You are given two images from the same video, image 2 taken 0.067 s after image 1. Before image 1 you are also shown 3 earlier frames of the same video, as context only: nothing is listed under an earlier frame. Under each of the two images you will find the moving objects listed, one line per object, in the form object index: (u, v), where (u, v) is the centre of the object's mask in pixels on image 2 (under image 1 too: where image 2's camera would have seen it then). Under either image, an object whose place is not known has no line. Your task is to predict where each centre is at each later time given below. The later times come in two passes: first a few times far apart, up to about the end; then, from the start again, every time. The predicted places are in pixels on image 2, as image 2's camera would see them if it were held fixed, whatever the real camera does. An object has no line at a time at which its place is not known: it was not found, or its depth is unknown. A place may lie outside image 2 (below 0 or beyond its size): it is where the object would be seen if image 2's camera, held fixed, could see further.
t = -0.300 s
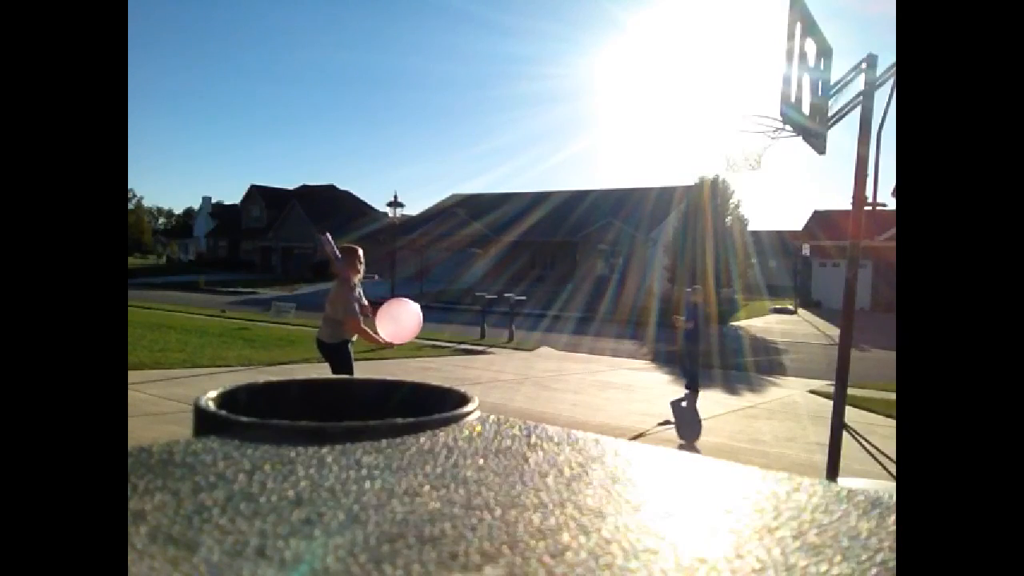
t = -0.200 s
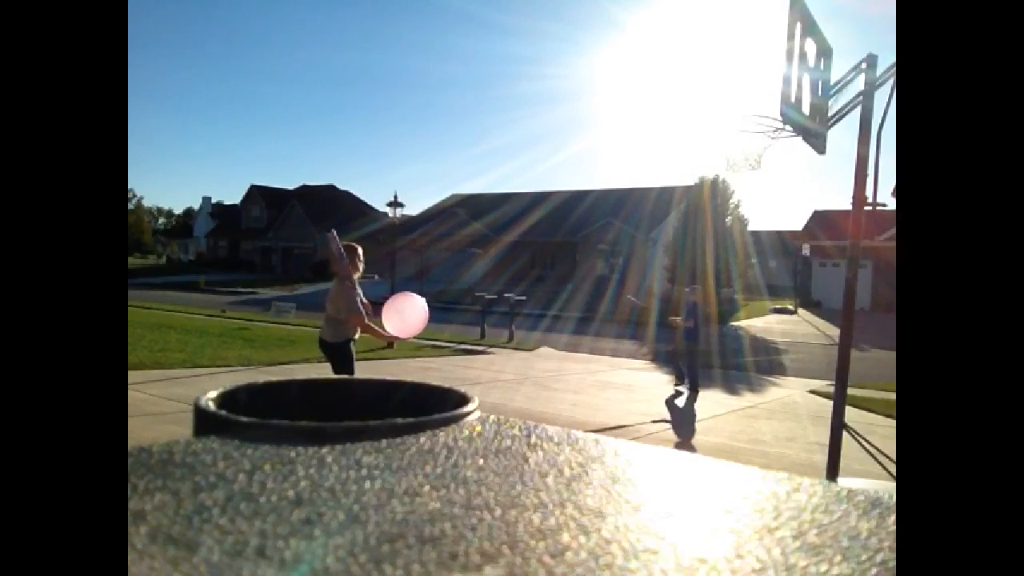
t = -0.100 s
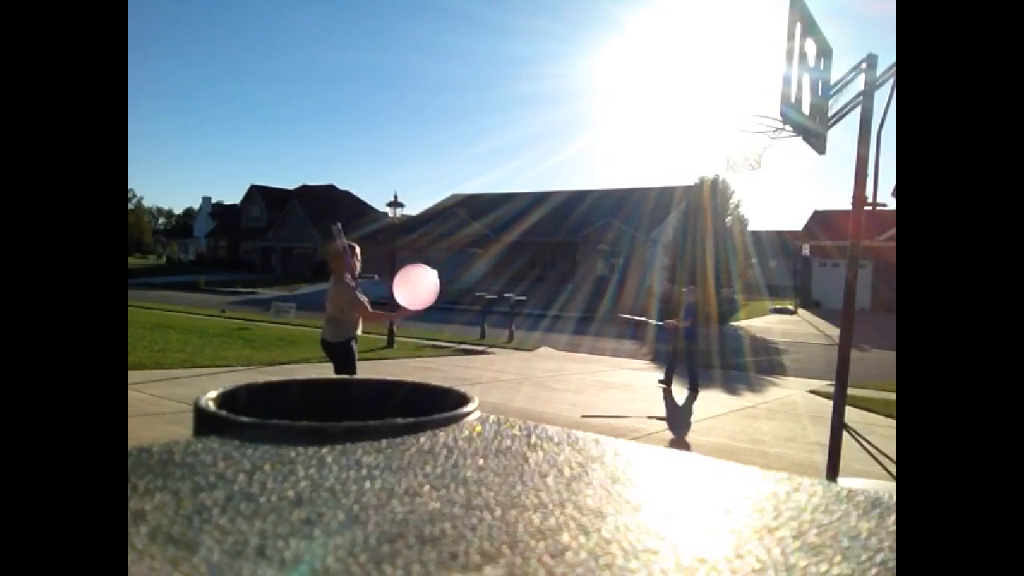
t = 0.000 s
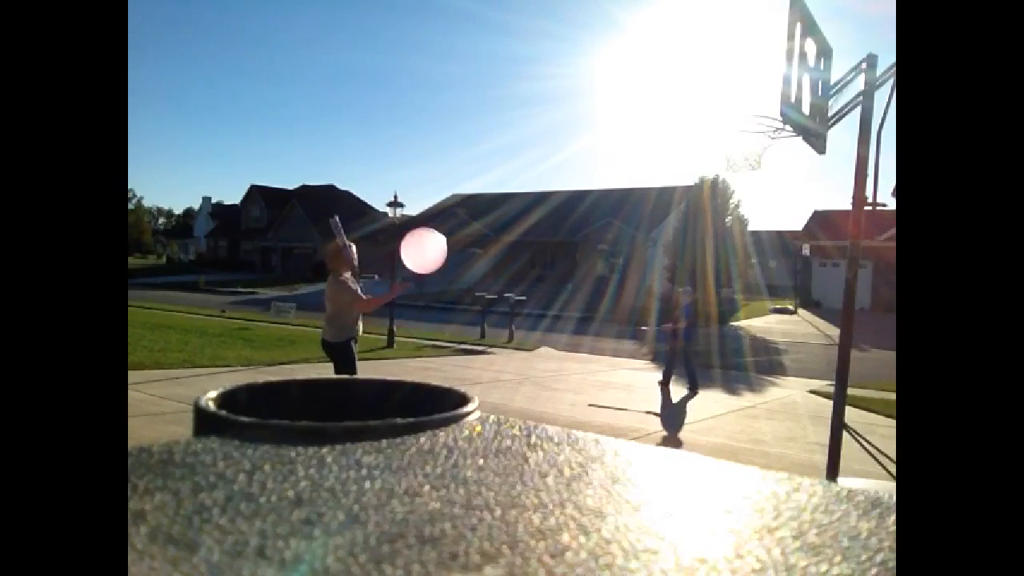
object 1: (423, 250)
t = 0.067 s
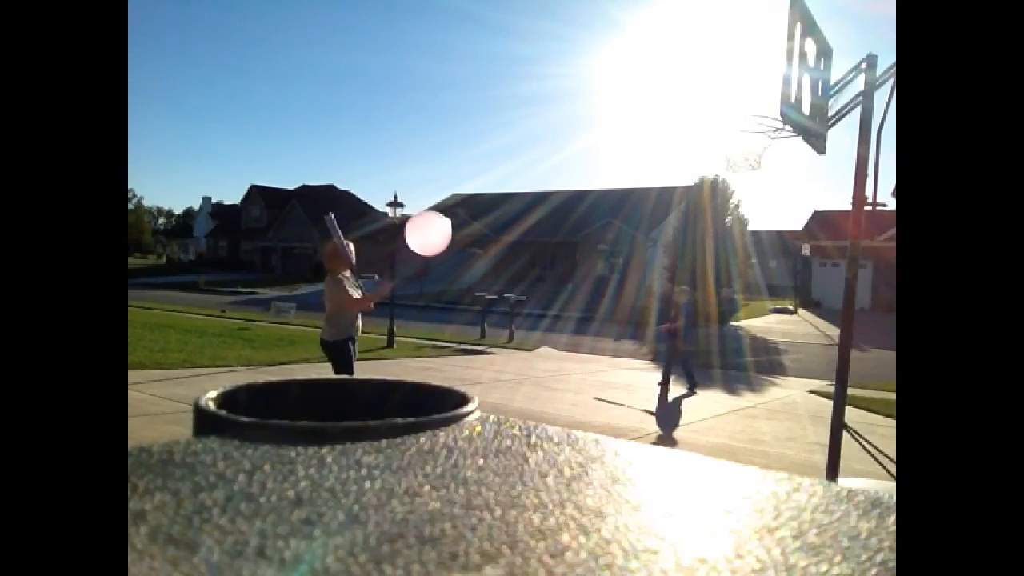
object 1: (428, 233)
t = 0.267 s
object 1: (440, 211)
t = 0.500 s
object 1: (450, 240)
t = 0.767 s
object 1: (456, 335)
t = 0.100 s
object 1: (430, 226)
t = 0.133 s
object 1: (432, 221)
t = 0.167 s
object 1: (434, 217)
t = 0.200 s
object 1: (437, 214)
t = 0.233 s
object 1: (438, 212)
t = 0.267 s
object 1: (440, 211)
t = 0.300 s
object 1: (442, 212)
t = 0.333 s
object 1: (443, 214)
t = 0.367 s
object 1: (445, 217)
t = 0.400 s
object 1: (446, 221)
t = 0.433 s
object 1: (447, 226)
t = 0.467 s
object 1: (449, 232)
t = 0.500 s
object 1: (450, 240)
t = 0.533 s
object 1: (451, 248)
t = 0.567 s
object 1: (452, 258)
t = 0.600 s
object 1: (453, 269)
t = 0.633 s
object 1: (453, 280)
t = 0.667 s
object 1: (454, 293)
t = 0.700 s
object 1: (455, 306)
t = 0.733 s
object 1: (455, 320)
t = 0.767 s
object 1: (456, 335)
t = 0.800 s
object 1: (456, 351)
